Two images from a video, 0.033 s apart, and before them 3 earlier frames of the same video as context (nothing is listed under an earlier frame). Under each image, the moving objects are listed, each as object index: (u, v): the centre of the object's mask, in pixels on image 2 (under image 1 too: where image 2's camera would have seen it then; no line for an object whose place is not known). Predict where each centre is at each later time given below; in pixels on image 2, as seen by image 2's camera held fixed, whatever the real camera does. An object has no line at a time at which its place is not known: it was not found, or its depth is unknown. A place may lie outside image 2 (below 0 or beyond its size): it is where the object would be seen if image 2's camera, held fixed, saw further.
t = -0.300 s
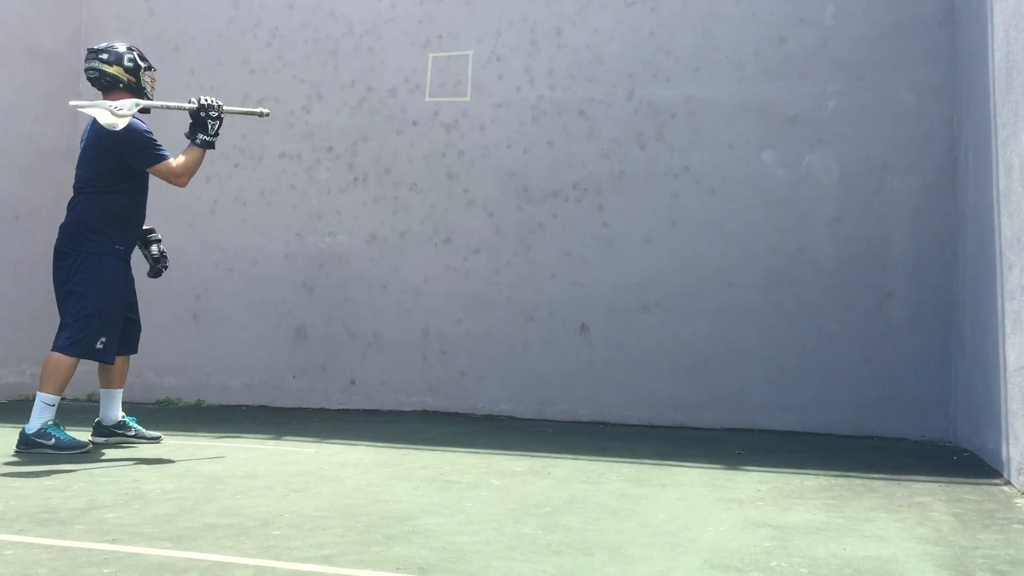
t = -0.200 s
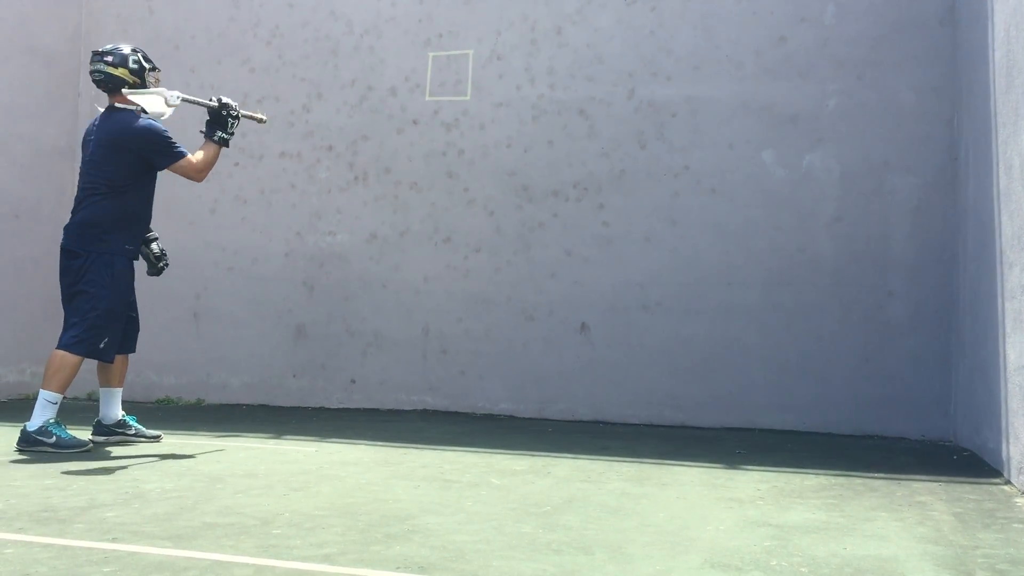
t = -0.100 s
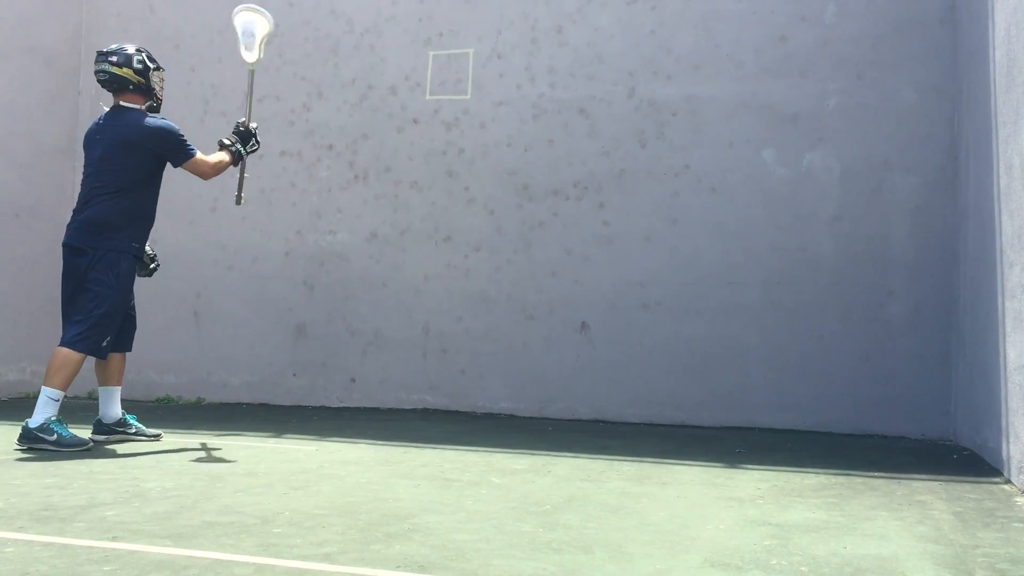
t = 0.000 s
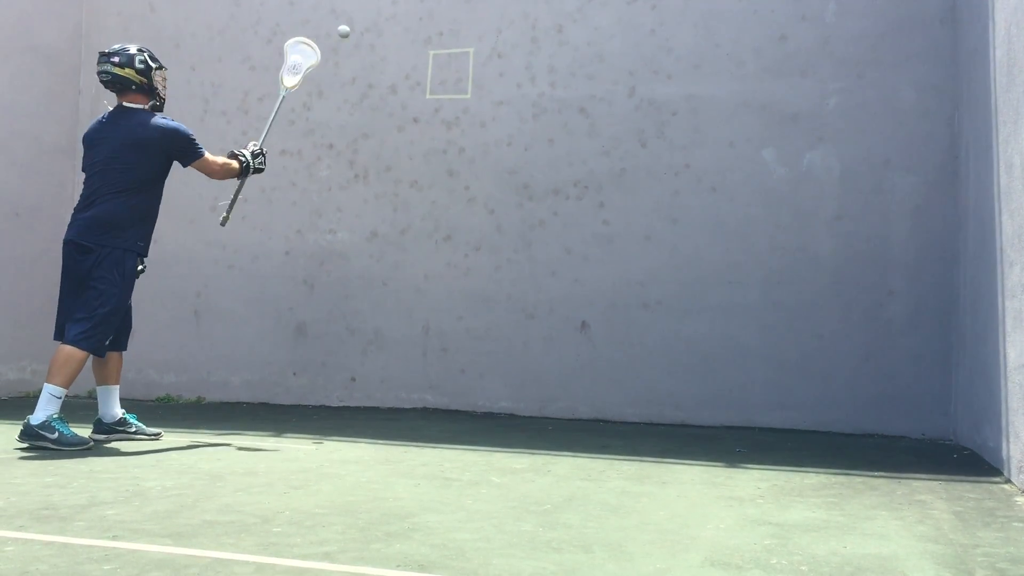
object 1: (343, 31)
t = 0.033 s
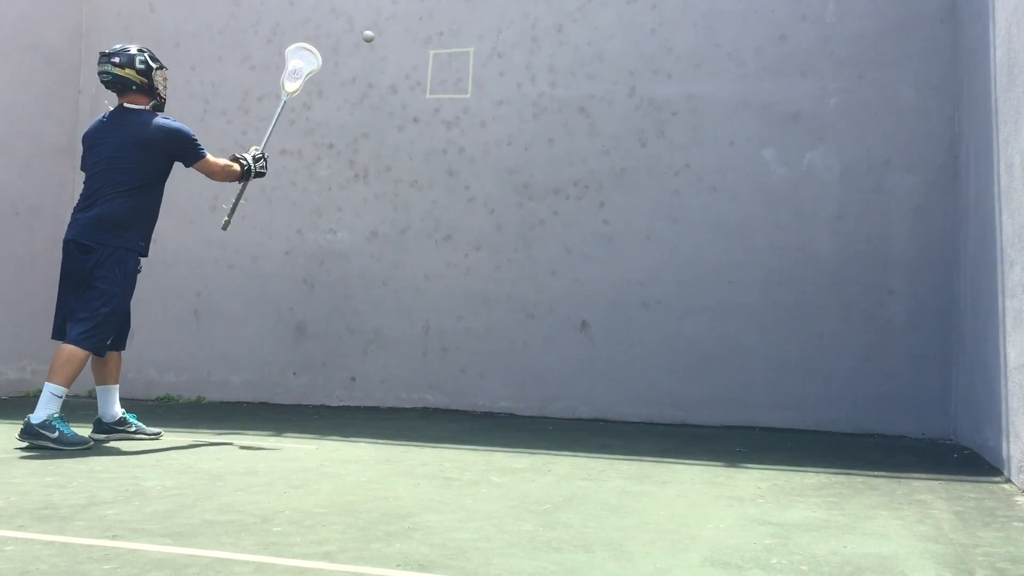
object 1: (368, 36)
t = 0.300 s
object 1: (394, 63)
